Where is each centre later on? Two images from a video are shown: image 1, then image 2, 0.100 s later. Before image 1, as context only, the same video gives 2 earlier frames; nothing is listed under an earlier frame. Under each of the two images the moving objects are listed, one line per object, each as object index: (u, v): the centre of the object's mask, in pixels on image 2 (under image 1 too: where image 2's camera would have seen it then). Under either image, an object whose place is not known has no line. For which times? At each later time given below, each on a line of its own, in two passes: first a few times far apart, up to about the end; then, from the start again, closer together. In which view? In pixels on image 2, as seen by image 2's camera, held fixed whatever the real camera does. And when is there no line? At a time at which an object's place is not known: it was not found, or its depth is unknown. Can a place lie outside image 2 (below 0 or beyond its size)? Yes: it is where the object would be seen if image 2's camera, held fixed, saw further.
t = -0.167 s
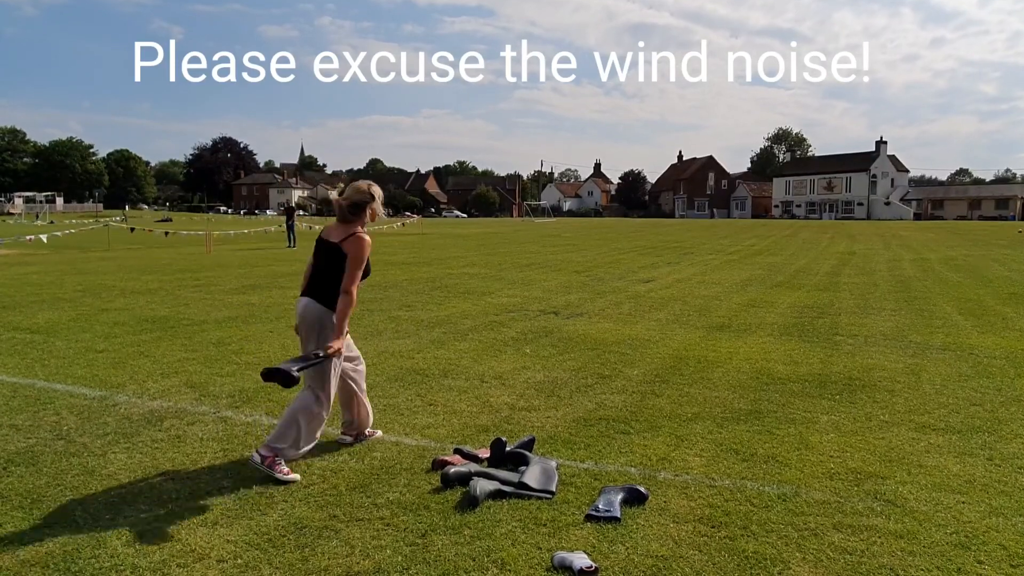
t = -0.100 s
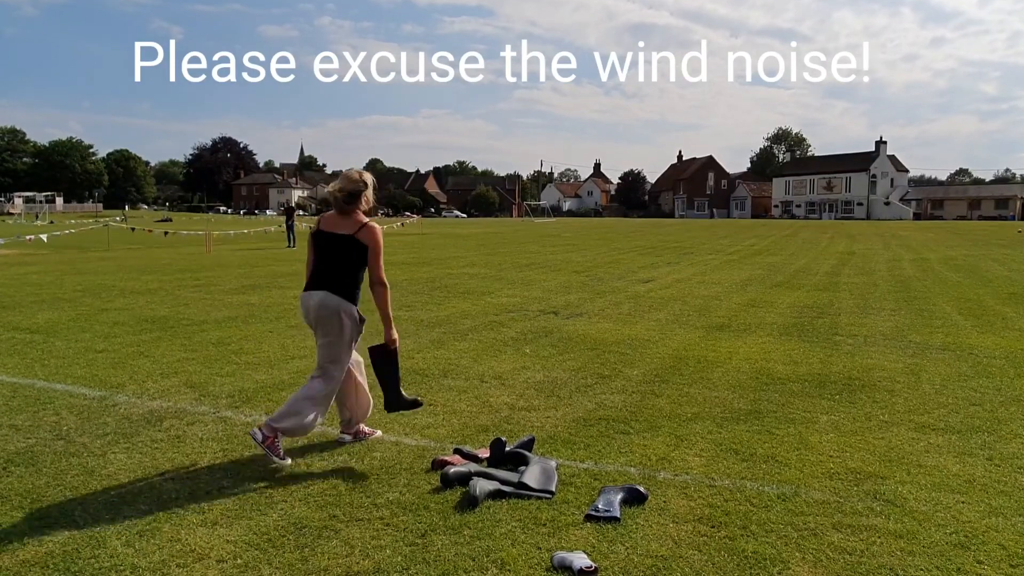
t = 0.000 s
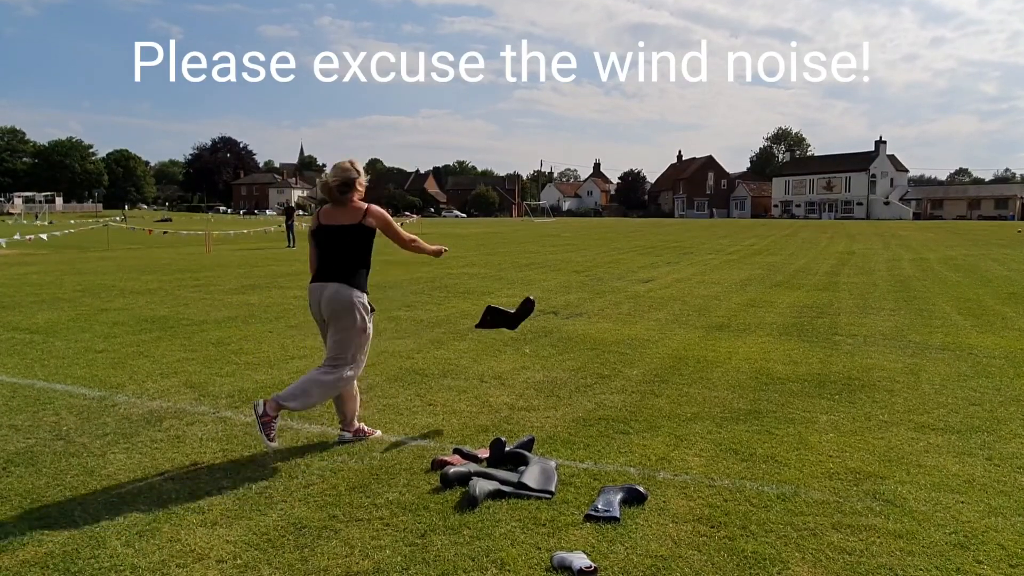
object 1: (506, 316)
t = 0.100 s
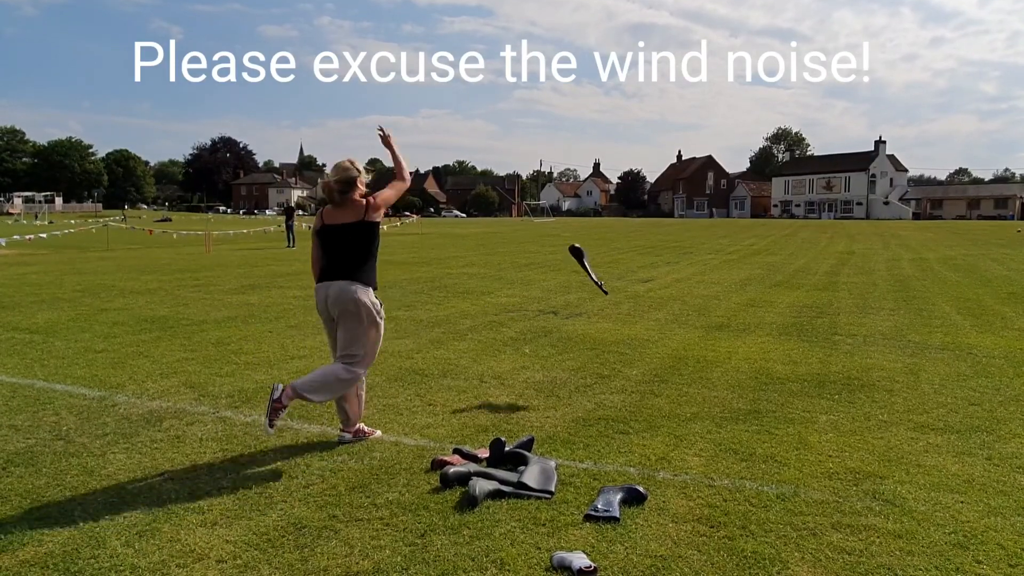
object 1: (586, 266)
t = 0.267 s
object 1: (668, 231)
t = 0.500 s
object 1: (732, 236)
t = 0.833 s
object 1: (792, 288)
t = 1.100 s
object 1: (798, 280)
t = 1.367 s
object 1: (795, 278)
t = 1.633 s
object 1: (796, 281)
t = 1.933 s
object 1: (798, 282)
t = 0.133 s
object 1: (608, 258)
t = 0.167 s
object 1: (628, 251)
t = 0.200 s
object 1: (644, 243)
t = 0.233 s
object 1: (657, 236)
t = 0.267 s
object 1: (668, 231)
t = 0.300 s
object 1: (679, 228)
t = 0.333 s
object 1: (690, 229)
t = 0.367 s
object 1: (700, 223)
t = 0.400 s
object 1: (708, 222)
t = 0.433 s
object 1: (716, 226)
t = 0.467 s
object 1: (724, 230)
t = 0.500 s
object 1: (732, 236)
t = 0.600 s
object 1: (754, 252)
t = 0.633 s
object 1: (760, 257)
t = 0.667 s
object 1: (766, 262)
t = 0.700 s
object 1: (772, 267)
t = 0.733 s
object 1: (777, 273)
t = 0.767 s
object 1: (783, 278)
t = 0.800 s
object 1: (788, 283)
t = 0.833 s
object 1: (792, 288)
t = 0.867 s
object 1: (793, 292)
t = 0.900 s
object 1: (798, 292)
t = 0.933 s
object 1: (798, 289)
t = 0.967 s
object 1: (798, 286)
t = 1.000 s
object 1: (798, 284)
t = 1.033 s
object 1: (798, 282)
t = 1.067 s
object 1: (798, 281)
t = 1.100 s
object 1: (798, 280)
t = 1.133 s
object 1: (798, 279)
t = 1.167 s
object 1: (797, 280)
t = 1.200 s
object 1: (797, 280)
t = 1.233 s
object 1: (796, 280)
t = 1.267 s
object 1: (795, 282)
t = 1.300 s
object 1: (794, 281)
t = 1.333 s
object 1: (794, 279)
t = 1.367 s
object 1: (795, 278)
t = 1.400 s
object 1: (795, 277)
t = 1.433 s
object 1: (794, 277)
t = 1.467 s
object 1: (794, 277)
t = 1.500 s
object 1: (793, 278)
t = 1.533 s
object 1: (794, 279)
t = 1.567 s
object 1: (794, 281)
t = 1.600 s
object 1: (795, 281)
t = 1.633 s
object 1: (796, 281)
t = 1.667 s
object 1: (796, 281)
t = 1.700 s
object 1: (797, 281)
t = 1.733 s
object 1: (797, 281)
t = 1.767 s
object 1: (797, 282)
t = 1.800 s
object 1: (797, 282)
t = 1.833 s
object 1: (797, 282)
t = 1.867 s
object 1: (798, 282)
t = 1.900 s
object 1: (798, 282)
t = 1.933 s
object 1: (798, 282)
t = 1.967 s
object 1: (798, 282)
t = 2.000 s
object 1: (798, 282)
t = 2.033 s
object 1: (798, 282)
